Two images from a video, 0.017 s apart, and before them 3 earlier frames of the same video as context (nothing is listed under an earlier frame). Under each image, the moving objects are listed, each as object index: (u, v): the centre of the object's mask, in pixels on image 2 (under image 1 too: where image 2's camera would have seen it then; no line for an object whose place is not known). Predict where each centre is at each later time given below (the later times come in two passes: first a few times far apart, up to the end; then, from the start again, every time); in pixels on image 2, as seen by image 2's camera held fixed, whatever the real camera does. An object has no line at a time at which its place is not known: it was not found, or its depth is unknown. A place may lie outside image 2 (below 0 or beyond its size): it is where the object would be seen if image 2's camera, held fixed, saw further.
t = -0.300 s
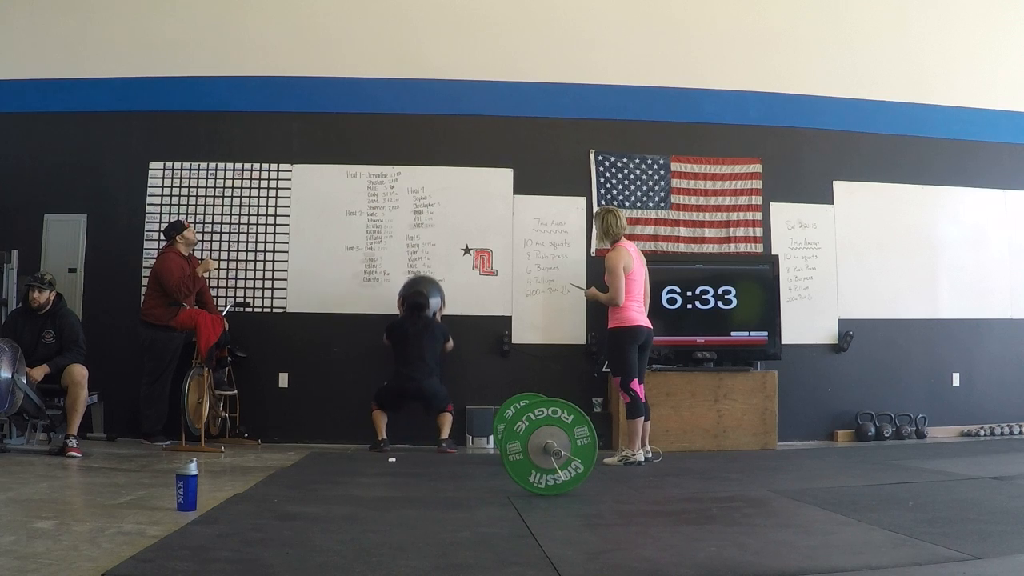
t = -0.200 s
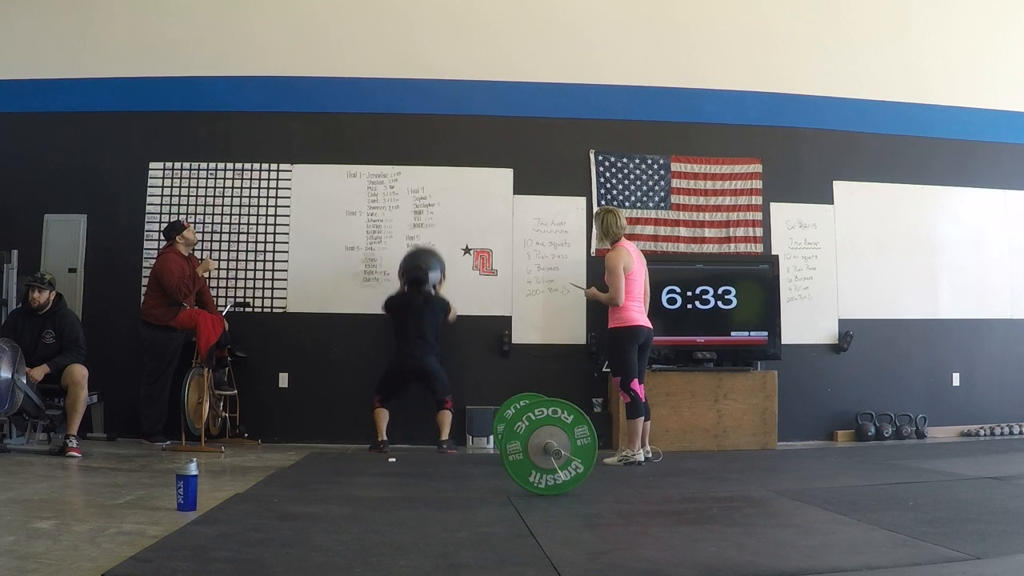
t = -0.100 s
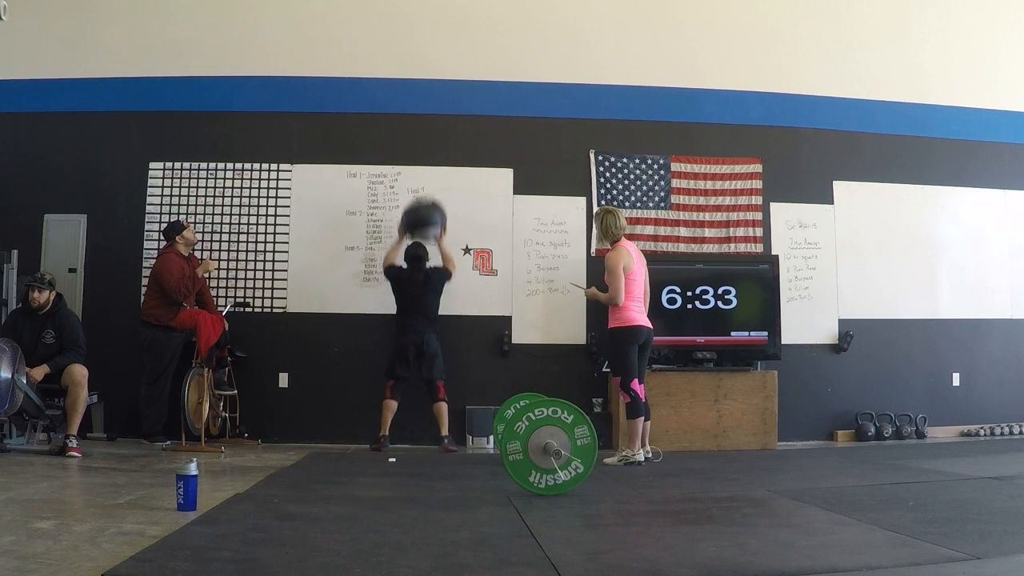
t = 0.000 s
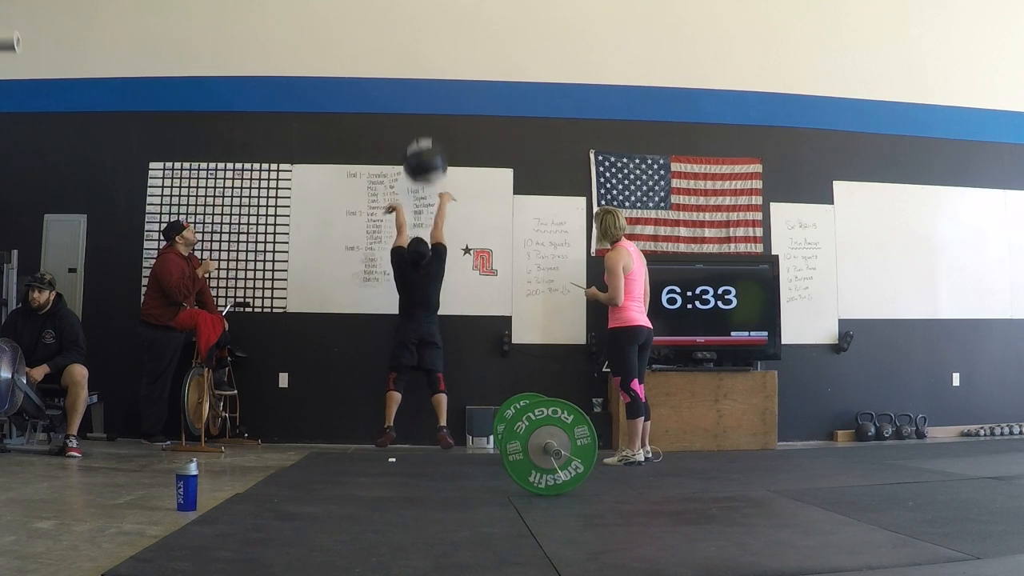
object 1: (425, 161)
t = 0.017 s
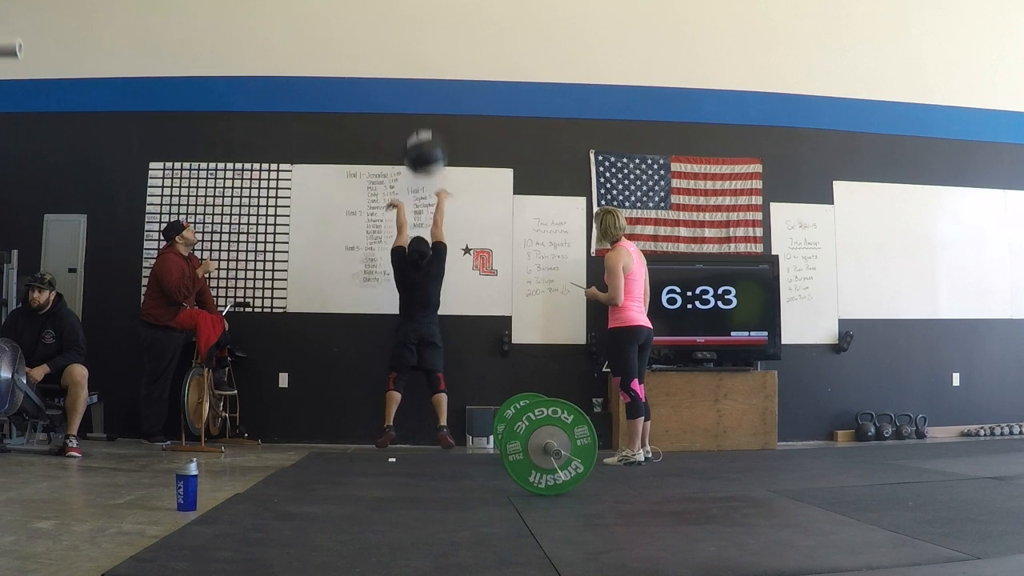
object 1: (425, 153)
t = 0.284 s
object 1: (427, 69)
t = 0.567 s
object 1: (426, 68)
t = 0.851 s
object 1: (423, 160)
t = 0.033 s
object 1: (425, 145)
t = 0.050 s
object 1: (425, 139)
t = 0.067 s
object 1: (425, 132)
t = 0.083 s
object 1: (425, 126)
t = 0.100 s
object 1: (425, 119)
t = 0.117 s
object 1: (425, 113)
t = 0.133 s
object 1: (426, 107)
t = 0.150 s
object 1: (426, 101)
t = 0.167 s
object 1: (426, 96)
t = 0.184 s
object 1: (426, 91)
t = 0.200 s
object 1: (426, 86)
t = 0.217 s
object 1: (426, 82)
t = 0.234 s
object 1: (426, 78)
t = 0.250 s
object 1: (427, 75)
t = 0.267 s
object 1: (426, 71)
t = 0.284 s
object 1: (427, 69)
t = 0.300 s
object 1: (426, 66)
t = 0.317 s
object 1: (427, 64)
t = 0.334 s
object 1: (427, 62)
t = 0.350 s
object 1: (426, 61)
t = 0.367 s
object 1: (426, 59)
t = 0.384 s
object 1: (426, 58)
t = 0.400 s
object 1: (426, 58)
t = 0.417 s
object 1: (426, 58)
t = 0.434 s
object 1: (426, 58)
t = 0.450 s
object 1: (426, 58)
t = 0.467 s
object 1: (426, 58)
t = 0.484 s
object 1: (426, 59)
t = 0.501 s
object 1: (426, 60)
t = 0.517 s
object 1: (426, 61)
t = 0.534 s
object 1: (426, 63)
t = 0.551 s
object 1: (426, 65)
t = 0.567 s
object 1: (426, 68)
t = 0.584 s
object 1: (426, 71)
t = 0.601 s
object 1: (426, 73)
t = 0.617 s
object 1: (426, 77)
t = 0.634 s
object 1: (426, 81)
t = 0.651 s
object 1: (426, 85)
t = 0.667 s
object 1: (426, 89)
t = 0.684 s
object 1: (425, 94)
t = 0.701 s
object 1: (425, 100)
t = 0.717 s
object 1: (425, 104)
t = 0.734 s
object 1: (425, 110)
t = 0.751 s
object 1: (425, 118)
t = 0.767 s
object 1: (424, 124)
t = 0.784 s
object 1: (425, 131)
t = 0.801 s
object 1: (424, 139)
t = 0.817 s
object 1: (424, 144)
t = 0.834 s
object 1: (424, 150)
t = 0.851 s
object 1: (423, 160)
